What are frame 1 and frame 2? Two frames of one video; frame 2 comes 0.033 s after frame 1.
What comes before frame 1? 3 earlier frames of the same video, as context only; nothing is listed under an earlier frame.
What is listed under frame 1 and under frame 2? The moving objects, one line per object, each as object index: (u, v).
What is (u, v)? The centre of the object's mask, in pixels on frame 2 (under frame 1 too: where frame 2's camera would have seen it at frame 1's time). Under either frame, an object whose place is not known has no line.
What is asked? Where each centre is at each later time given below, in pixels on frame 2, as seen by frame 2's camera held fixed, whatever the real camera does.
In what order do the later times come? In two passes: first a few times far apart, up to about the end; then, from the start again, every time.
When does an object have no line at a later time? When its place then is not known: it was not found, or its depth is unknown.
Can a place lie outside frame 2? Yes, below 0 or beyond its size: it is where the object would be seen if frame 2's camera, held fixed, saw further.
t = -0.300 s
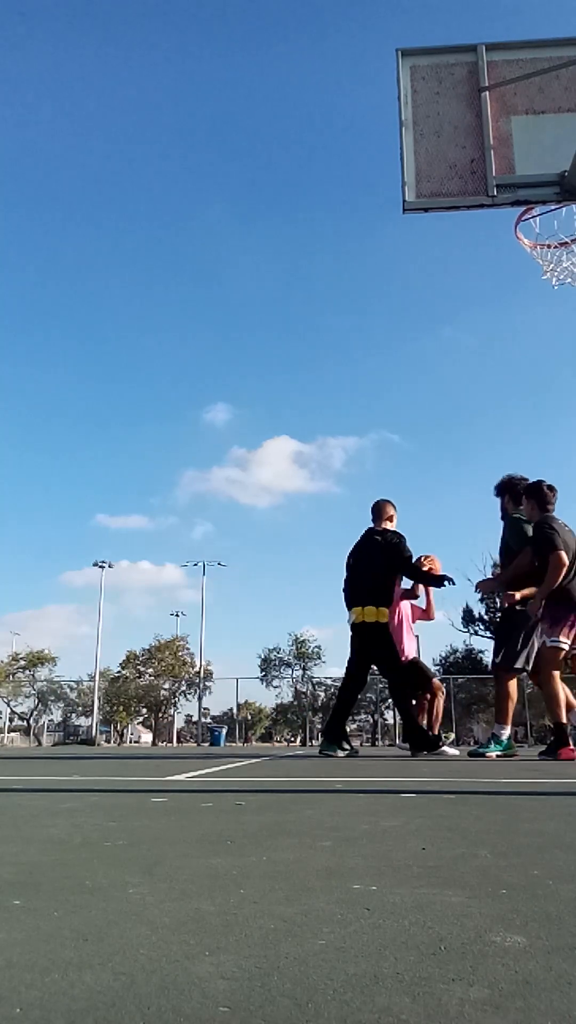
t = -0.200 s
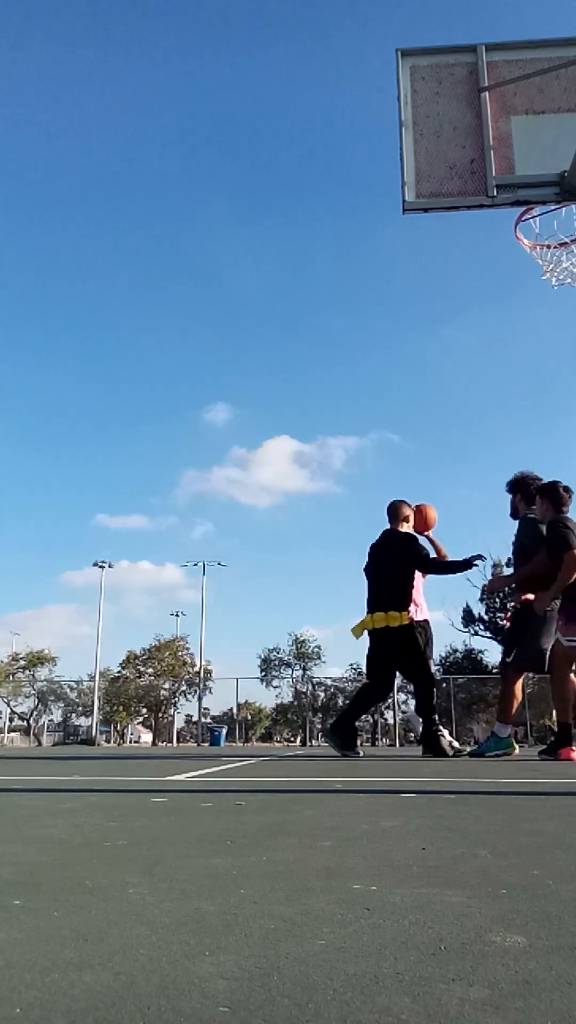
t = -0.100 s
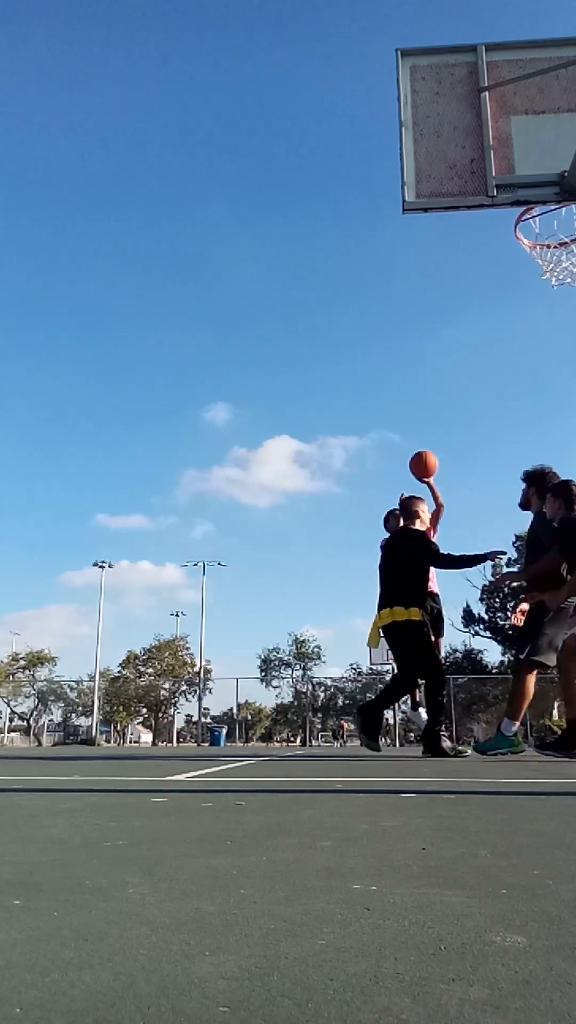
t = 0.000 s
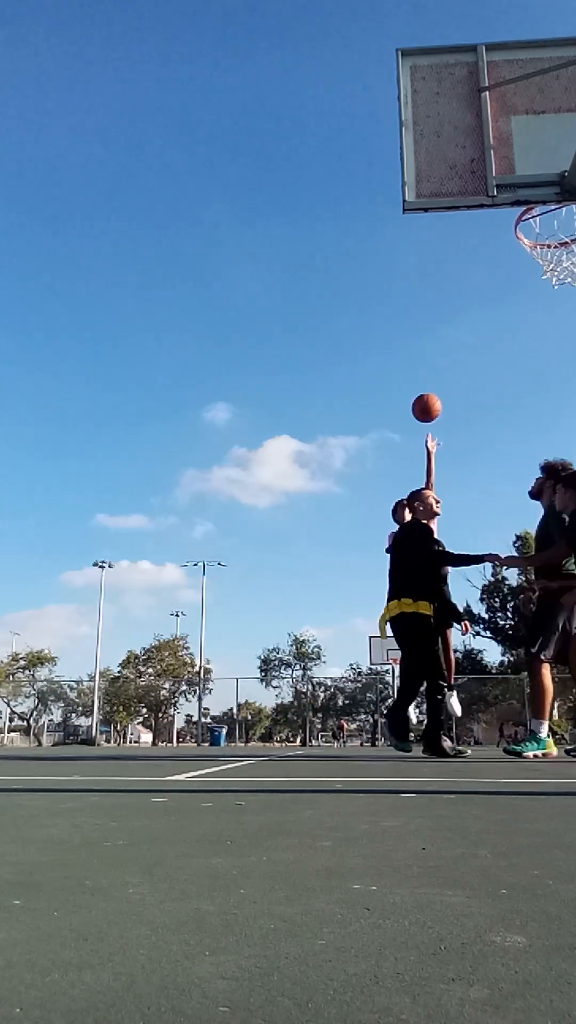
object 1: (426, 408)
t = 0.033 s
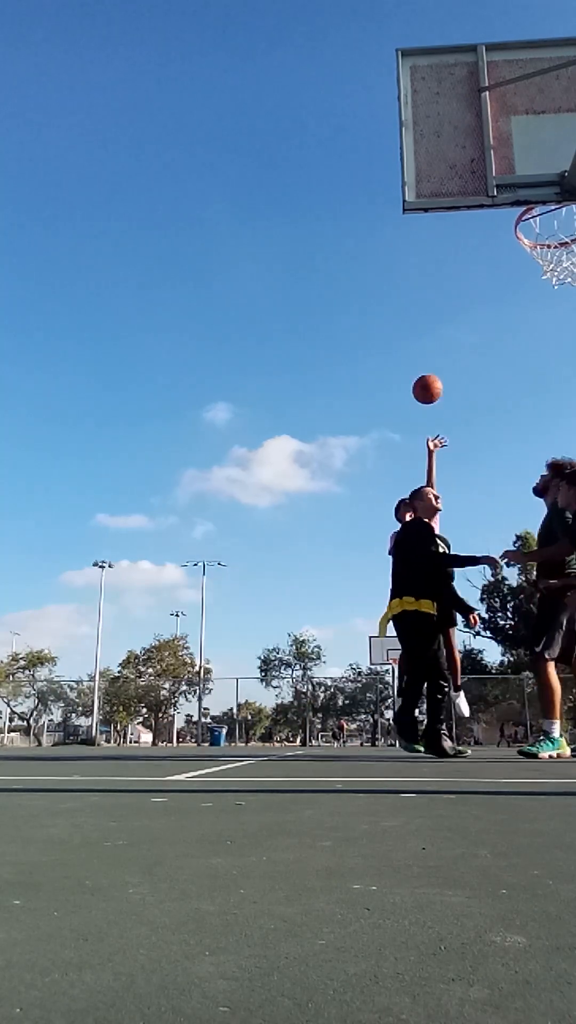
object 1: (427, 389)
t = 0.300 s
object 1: (439, 273)
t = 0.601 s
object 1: (462, 224)
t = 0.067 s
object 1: (428, 371)
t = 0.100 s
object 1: (430, 355)
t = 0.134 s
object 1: (431, 339)
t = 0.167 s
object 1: (433, 323)
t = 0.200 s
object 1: (434, 309)
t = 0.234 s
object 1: (436, 296)
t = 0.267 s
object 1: (438, 284)
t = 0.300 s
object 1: (439, 273)
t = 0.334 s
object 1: (441, 262)
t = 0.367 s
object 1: (443, 253)
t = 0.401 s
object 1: (446, 245)
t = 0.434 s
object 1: (448, 237)
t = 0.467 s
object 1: (450, 232)
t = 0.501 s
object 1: (453, 228)
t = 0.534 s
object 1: (456, 226)
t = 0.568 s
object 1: (459, 224)
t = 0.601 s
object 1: (462, 224)
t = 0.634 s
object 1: (466, 224)
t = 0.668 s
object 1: (469, 225)
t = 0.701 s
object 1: (474, 228)
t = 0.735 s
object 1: (478, 233)
